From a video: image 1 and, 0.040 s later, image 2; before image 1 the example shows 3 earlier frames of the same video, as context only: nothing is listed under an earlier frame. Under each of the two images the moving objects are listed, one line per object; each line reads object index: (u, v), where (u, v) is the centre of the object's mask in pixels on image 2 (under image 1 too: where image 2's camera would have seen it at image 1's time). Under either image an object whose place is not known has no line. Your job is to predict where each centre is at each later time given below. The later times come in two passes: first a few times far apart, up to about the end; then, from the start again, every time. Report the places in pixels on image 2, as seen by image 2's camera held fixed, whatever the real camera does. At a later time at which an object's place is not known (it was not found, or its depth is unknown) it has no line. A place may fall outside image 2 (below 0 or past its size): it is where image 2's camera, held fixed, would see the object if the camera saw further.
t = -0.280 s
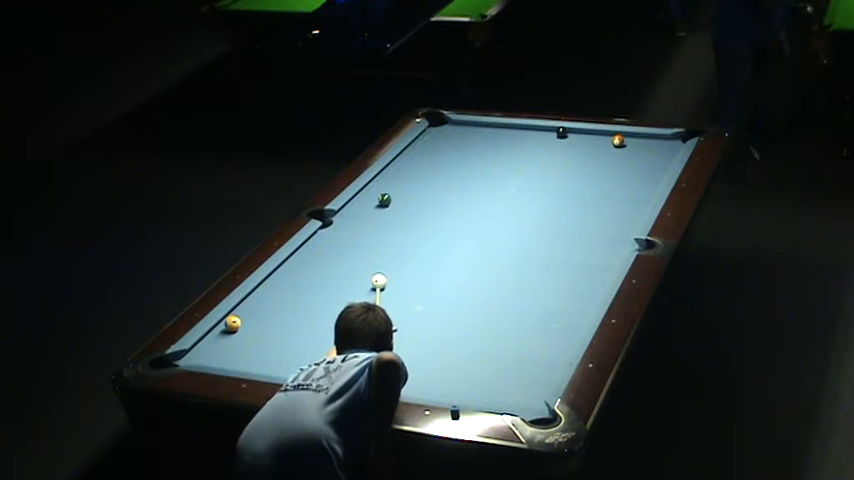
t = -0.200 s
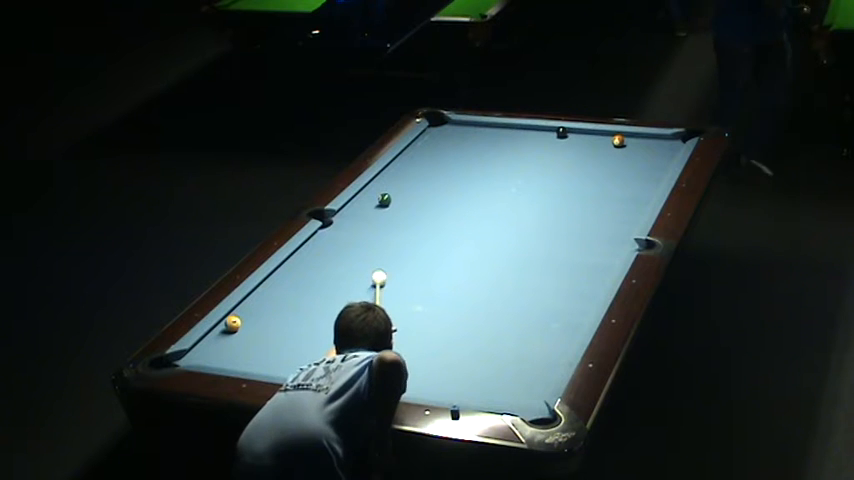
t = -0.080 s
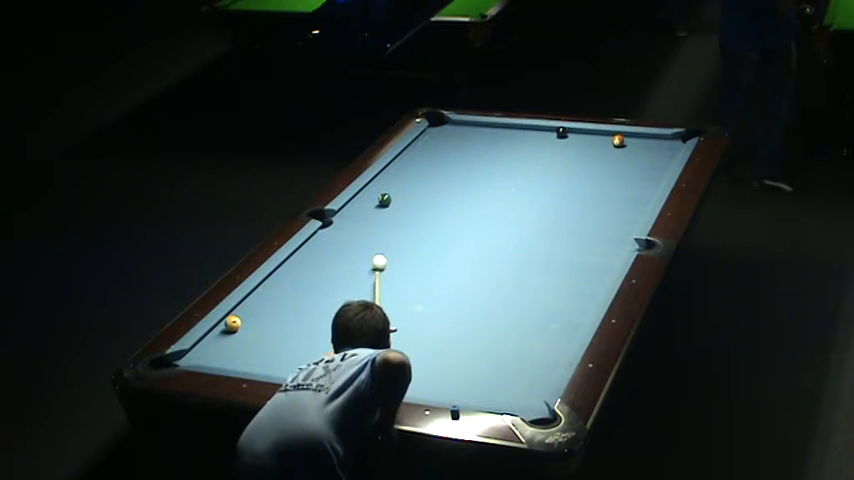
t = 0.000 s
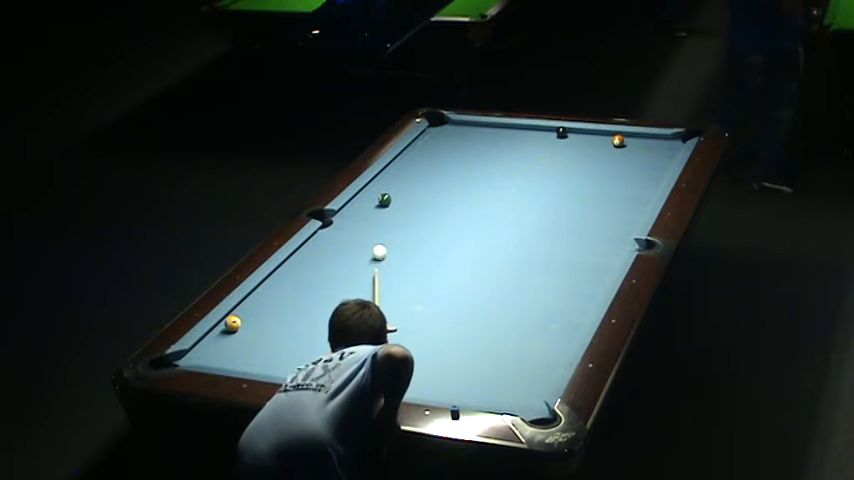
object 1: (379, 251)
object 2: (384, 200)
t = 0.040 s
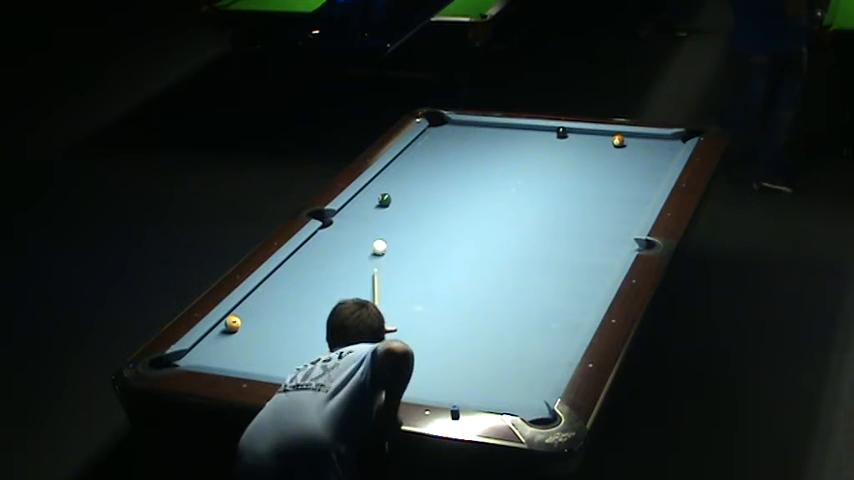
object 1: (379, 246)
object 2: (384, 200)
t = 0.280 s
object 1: (380, 219)
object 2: (384, 200)
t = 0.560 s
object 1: (370, 201)
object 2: (392, 190)
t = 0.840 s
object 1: (362, 196)
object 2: (405, 175)
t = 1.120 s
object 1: (376, 194)
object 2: (417, 162)
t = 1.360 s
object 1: (386, 194)
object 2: (425, 151)
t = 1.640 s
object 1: (397, 193)
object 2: (435, 139)
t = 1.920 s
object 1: (406, 193)
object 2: (443, 128)
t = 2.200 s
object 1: (414, 192)
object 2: (442, 123)
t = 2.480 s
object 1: (420, 191)
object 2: (435, 124)
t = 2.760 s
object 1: (425, 191)
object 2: (441, 123)
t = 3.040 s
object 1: (428, 191)
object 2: (448, 124)
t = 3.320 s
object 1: (430, 191)
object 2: (451, 123)
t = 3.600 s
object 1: (431, 191)
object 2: (451, 123)
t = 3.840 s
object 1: (431, 191)
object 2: (451, 123)
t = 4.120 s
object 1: (431, 191)
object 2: (451, 123)
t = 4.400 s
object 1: (431, 191)
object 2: (451, 123)
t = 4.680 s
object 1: (430, 191)
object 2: (451, 123)
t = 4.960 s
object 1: (430, 191)
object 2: (450, 122)
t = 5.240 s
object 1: (430, 191)
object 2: (450, 122)
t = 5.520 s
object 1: (431, 191)
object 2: (450, 122)
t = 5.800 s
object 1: (430, 191)
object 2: (450, 122)
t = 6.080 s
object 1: (430, 191)
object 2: (450, 122)
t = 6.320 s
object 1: (431, 191)
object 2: (451, 123)
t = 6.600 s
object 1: (431, 191)
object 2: (451, 123)
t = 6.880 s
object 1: (431, 191)
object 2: (450, 122)
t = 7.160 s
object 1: (431, 191)
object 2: (450, 122)
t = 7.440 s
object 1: (431, 191)
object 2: (450, 122)
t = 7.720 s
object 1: (431, 190)
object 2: (450, 122)
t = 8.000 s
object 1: (431, 190)
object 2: (450, 122)
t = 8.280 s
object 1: (430, 190)
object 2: (450, 122)
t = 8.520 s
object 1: (430, 191)
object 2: (451, 123)
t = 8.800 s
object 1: (431, 190)
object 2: (451, 122)
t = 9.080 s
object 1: (431, 190)
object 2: (451, 122)
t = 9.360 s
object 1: (431, 190)
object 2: (451, 123)
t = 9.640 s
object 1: (431, 190)
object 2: (451, 123)
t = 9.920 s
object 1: (431, 190)
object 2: (451, 123)
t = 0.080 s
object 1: (379, 241)
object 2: (384, 200)
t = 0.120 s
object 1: (379, 237)
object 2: (384, 200)
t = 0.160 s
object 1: (379, 232)
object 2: (384, 200)
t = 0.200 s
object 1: (380, 227)
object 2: (384, 200)
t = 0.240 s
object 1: (379, 223)
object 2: (384, 200)
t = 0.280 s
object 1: (380, 219)
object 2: (384, 200)
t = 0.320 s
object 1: (380, 215)
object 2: (384, 200)
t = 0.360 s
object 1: (380, 211)
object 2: (384, 199)
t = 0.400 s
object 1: (379, 207)
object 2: (385, 198)
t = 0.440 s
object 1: (378, 204)
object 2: (386, 197)
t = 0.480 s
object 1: (375, 204)
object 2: (388, 195)
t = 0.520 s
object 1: (373, 202)
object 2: (390, 193)
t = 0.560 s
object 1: (370, 201)
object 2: (392, 190)
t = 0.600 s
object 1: (368, 200)
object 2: (395, 188)
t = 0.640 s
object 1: (365, 199)
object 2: (396, 186)
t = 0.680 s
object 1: (363, 198)
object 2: (399, 184)
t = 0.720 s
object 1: (360, 198)
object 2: (400, 182)
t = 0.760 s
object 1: (358, 197)
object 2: (402, 180)
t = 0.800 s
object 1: (360, 196)
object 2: (403, 178)
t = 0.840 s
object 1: (362, 196)
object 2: (405, 175)
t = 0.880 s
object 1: (364, 196)
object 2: (407, 173)
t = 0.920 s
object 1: (366, 196)
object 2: (408, 171)
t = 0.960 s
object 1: (368, 195)
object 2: (410, 169)
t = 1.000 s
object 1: (370, 195)
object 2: (412, 167)
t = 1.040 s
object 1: (372, 195)
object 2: (413, 166)
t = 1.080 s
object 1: (374, 195)
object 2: (415, 164)
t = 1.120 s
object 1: (376, 194)
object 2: (417, 162)
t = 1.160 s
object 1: (378, 195)
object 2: (418, 160)
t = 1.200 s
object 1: (379, 194)
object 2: (420, 158)
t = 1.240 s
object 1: (381, 194)
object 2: (421, 156)
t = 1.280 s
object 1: (383, 194)
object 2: (422, 154)
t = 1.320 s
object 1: (385, 194)
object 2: (424, 153)
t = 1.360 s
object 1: (386, 194)
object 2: (425, 151)
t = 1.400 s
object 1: (388, 194)
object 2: (427, 149)
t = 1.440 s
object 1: (389, 194)
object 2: (428, 147)
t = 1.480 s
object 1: (391, 193)
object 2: (429, 146)
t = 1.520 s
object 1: (392, 193)
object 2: (431, 144)
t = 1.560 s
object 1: (394, 193)
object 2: (432, 142)
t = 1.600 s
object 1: (395, 193)
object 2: (433, 141)
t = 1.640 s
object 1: (397, 193)
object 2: (435, 139)
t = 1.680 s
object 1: (398, 193)
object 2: (436, 138)
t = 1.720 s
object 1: (399, 193)
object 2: (437, 136)
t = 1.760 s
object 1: (401, 193)
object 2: (439, 134)
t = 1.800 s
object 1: (402, 193)
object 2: (440, 133)
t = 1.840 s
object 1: (403, 193)
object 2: (441, 131)
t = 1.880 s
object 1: (404, 192)
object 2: (442, 129)
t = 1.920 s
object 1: (406, 193)
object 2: (443, 128)
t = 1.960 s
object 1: (407, 192)
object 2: (445, 127)
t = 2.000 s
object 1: (408, 192)
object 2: (445, 125)
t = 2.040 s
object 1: (409, 192)
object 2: (446, 124)
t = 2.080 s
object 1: (411, 192)
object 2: (447, 123)
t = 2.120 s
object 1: (412, 192)
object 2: (446, 123)
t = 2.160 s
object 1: (413, 192)
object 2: (445, 123)
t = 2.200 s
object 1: (414, 192)
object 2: (442, 123)
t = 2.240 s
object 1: (415, 192)
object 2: (440, 124)
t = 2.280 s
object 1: (416, 192)
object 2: (438, 124)
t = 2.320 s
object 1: (417, 192)
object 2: (436, 124)
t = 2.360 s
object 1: (417, 192)
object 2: (434, 124)
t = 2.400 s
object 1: (418, 192)
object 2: (434, 124)
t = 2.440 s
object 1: (419, 192)
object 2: (434, 124)
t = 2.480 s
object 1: (420, 191)
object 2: (435, 124)
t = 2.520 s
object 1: (421, 191)
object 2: (437, 124)
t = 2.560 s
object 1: (422, 191)
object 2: (437, 124)
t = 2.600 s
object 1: (422, 191)
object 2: (438, 124)
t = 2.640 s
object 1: (423, 191)
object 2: (439, 124)
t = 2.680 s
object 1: (424, 191)
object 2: (440, 124)
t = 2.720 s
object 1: (424, 191)
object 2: (440, 123)
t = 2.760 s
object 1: (425, 191)
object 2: (441, 123)
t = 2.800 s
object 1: (425, 191)
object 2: (442, 124)
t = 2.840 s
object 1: (426, 191)
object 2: (443, 124)
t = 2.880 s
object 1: (426, 191)
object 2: (445, 124)
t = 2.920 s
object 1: (427, 191)
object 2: (446, 124)
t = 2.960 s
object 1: (427, 190)
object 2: (446, 124)
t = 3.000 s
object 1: (428, 190)
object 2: (447, 124)
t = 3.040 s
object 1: (428, 191)
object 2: (448, 124)
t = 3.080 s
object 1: (428, 191)
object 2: (449, 124)
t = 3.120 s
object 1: (429, 190)
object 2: (449, 124)
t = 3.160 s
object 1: (429, 190)
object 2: (450, 124)
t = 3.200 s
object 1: (429, 191)
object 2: (451, 124)
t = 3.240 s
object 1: (430, 191)
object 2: (451, 124)
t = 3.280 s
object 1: (430, 191)
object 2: (451, 123)
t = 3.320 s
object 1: (430, 191)
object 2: (451, 123)
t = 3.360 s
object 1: (430, 191)
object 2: (451, 123)
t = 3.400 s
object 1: (431, 191)
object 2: (451, 123)
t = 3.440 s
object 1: (431, 191)
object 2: (451, 123)
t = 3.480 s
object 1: (431, 191)
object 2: (451, 123)
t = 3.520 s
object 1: (431, 191)
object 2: (451, 123)
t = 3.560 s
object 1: (431, 191)
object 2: (451, 123)
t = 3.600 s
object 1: (431, 191)
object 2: (451, 123)
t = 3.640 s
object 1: (431, 191)
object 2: (451, 123)
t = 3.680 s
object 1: (431, 191)
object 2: (451, 123)
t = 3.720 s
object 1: (431, 191)
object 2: (451, 123)
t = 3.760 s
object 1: (431, 191)
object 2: (451, 123)
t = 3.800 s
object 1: (431, 191)
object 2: (451, 123)
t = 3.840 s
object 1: (431, 191)
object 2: (451, 123)
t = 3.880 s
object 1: (431, 191)
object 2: (451, 123)
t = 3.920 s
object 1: (430, 191)
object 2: (451, 123)
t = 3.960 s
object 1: (430, 191)
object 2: (450, 123)
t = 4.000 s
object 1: (431, 191)
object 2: (451, 123)
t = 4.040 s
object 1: (431, 191)
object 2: (451, 123)
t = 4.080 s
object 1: (431, 191)
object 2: (451, 123)
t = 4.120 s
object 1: (431, 191)
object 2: (451, 123)
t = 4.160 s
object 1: (431, 191)
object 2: (451, 123)
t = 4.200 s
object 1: (431, 191)
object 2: (451, 123)
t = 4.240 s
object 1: (431, 191)
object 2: (451, 123)
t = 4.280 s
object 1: (431, 191)
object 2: (451, 123)
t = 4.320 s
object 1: (431, 190)
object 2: (451, 123)
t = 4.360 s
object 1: (431, 191)
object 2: (451, 123)
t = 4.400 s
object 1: (431, 191)
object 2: (451, 123)
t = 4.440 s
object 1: (431, 191)
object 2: (451, 123)
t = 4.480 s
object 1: (430, 191)
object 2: (451, 123)
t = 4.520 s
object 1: (431, 191)
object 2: (451, 123)
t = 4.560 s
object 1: (430, 191)
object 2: (451, 123)
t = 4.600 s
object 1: (430, 191)
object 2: (451, 123)
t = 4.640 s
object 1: (431, 191)
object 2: (451, 123)
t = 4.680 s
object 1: (430, 191)
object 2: (451, 123)
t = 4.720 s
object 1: (430, 191)
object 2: (451, 123)
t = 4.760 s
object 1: (430, 191)
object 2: (451, 123)
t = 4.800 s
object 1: (430, 191)
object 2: (450, 122)
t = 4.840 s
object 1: (431, 191)
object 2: (451, 123)
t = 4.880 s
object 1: (431, 191)
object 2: (450, 122)
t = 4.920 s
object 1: (431, 191)
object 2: (450, 122)
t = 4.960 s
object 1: (430, 191)
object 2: (450, 122)
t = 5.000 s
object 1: (430, 191)
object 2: (450, 122)
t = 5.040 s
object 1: (430, 191)
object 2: (450, 122)
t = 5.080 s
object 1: (431, 191)
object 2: (450, 122)
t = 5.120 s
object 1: (431, 191)
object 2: (450, 122)
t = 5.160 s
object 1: (431, 190)
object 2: (450, 122)
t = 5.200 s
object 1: (430, 191)
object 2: (450, 122)
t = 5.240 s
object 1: (430, 191)
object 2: (450, 122)
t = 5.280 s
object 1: (431, 191)
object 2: (450, 122)
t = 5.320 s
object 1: (431, 191)
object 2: (450, 122)
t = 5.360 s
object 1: (430, 191)
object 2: (450, 122)
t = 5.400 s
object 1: (430, 191)
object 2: (450, 122)
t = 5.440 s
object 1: (431, 191)
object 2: (450, 122)
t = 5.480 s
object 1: (430, 191)
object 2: (450, 122)
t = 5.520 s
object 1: (431, 191)
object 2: (450, 122)
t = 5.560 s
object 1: (430, 191)
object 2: (450, 122)
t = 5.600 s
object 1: (430, 191)
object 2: (450, 122)
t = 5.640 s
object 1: (430, 191)
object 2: (450, 122)
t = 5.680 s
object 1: (430, 191)
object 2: (450, 122)
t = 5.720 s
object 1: (430, 191)
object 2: (450, 122)
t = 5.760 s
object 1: (430, 191)
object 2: (450, 122)
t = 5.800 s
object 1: (430, 191)
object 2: (450, 122)
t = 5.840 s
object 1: (431, 191)
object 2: (450, 122)
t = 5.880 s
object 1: (431, 191)
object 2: (450, 122)
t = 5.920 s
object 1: (430, 191)
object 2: (450, 122)
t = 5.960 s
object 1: (431, 191)
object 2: (450, 122)
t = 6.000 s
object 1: (431, 191)
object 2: (450, 122)
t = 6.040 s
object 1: (431, 191)
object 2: (450, 122)
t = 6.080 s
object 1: (430, 191)
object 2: (450, 122)
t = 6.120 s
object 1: (431, 191)
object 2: (451, 123)
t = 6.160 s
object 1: (431, 191)
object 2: (451, 123)
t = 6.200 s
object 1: (431, 190)
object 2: (451, 123)
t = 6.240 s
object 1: (430, 191)
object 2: (451, 123)
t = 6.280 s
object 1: (430, 191)
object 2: (451, 123)
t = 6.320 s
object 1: (431, 191)
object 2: (451, 123)
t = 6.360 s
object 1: (431, 191)
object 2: (451, 123)
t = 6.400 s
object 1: (431, 191)
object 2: (451, 123)
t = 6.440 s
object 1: (431, 191)
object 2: (451, 123)
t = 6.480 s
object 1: (431, 191)
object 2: (451, 122)
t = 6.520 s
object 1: (431, 191)
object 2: (451, 123)
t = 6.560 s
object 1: (431, 191)
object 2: (451, 123)
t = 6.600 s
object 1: (431, 191)
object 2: (451, 123)
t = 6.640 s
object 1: (430, 191)
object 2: (450, 122)
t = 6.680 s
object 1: (431, 190)
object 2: (451, 123)
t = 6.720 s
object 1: (431, 190)
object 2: (451, 123)
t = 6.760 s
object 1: (431, 190)
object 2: (451, 123)
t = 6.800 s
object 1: (431, 190)
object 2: (451, 123)
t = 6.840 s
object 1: (431, 190)
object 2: (450, 122)
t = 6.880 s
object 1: (431, 191)
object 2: (450, 122)
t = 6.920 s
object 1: (431, 191)
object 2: (450, 122)
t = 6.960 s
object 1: (431, 191)
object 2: (450, 122)
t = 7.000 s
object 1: (430, 191)
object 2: (450, 122)
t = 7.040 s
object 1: (431, 191)
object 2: (450, 122)
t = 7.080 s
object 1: (431, 191)
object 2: (450, 122)
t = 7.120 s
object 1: (431, 191)
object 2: (450, 122)
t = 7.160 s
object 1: (431, 191)
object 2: (450, 122)
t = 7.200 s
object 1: (431, 191)
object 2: (450, 122)
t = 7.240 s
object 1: (431, 191)
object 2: (450, 122)
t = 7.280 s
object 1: (431, 191)
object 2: (450, 122)
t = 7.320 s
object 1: (431, 191)
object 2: (450, 122)
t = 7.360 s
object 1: (431, 191)
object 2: (450, 122)
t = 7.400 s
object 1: (431, 191)
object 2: (450, 122)
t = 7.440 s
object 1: (431, 191)
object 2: (450, 122)
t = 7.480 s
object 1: (431, 191)
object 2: (450, 123)
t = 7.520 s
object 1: (431, 191)
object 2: (450, 122)
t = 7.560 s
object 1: (431, 190)
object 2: (450, 122)
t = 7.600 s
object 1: (431, 190)
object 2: (450, 122)
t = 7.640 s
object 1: (431, 190)
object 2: (450, 122)
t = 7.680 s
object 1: (431, 190)
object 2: (450, 122)
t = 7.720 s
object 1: (431, 190)
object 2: (450, 122)
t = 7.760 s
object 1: (431, 190)
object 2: (450, 122)
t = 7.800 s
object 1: (431, 190)
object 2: (450, 122)
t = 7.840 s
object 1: (431, 190)
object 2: (450, 122)
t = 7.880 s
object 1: (431, 190)
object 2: (451, 123)
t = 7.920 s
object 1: (431, 190)
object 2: (450, 122)
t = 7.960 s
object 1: (431, 190)
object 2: (450, 122)
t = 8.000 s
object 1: (431, 190)
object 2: (450, 122)
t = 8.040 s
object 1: (431, 190)
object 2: (450, 122)
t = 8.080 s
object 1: (431, 190)
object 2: (450, 122)
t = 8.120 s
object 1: (431, 190)
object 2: (450, 122)
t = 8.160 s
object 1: (431, 190)
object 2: (450, 122)
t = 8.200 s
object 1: (431, 190)
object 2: (450, 122)
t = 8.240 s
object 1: (431, 190)
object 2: (450, 122)
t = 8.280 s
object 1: (430, 190)
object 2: (450, 122)
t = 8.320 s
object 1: (430, 190)
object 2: (450, 122)
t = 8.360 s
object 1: (430, 190)
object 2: (450, 122)
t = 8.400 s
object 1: (430, 190)
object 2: (450, 122)
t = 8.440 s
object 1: (431, 190)
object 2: (451, 123)
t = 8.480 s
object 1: (431, 190)
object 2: (450, 122)
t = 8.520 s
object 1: (430, 191)
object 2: (451, 123)
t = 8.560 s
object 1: (431, 190)
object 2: (451, 123)
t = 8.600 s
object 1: (431, 190)
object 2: (451, 123)
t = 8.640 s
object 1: (431, 190)
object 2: (450, 122)
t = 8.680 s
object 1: (430, 191)
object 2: (450, 122)
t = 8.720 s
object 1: (431, 190)
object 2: (451, 123)
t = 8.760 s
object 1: (431, 190)
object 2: (451, 122)
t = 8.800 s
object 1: (431, 190)
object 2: (451, 122)
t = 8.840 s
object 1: (430, 191)
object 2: (451, 123)
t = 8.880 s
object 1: (431, 190)
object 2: (450, 122)
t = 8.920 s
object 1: (431, 190)
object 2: (450, 122)
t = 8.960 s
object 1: (430, 190)
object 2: (451, 122)
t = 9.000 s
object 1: (430, 190)
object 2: (450, 122)
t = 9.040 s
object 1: (430, 190)
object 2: (451, 123)
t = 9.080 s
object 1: (431, 190)
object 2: (451, 122)
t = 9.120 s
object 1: (431, 190)
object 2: (451, 123)
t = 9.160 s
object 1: (431, 190)
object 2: (451, 123)
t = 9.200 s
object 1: (431, 190)
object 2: (451, 123)
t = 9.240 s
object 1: (431, 190)
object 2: (451, 123)
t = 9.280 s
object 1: (431, 190)
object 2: (451, 123)
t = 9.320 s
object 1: (431, 190)
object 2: (451, 123)
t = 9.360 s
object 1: (431, 190)
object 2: (451, 123)
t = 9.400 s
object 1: (431, 190)
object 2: (451, 123)
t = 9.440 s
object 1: (431, 190)
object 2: (451, 123)
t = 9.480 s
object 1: (431, 190)
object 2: (451, 123)
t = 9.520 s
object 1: (431, 190)
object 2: (451, 123)
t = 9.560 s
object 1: (431, 190)
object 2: (451, 123)
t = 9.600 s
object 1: (431, 190)
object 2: (451, 123)
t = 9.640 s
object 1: (431, 190)
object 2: (451, 123)
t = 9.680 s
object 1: (431, 190)
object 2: (451, 123)
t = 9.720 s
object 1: (431, 190)
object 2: (451, 123)
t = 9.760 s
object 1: (431, 190)
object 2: (451, 123)
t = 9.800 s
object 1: (431, 190)
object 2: (451, 123)
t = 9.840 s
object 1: (431, 190)
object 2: (451, 123)
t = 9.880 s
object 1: (431, 190)
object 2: (451, 123)
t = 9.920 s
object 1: (431, 190)
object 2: (451, 123)
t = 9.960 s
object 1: (431, 190)
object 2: (451, 123)
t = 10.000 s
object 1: (431, 190)
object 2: (451, 123)
